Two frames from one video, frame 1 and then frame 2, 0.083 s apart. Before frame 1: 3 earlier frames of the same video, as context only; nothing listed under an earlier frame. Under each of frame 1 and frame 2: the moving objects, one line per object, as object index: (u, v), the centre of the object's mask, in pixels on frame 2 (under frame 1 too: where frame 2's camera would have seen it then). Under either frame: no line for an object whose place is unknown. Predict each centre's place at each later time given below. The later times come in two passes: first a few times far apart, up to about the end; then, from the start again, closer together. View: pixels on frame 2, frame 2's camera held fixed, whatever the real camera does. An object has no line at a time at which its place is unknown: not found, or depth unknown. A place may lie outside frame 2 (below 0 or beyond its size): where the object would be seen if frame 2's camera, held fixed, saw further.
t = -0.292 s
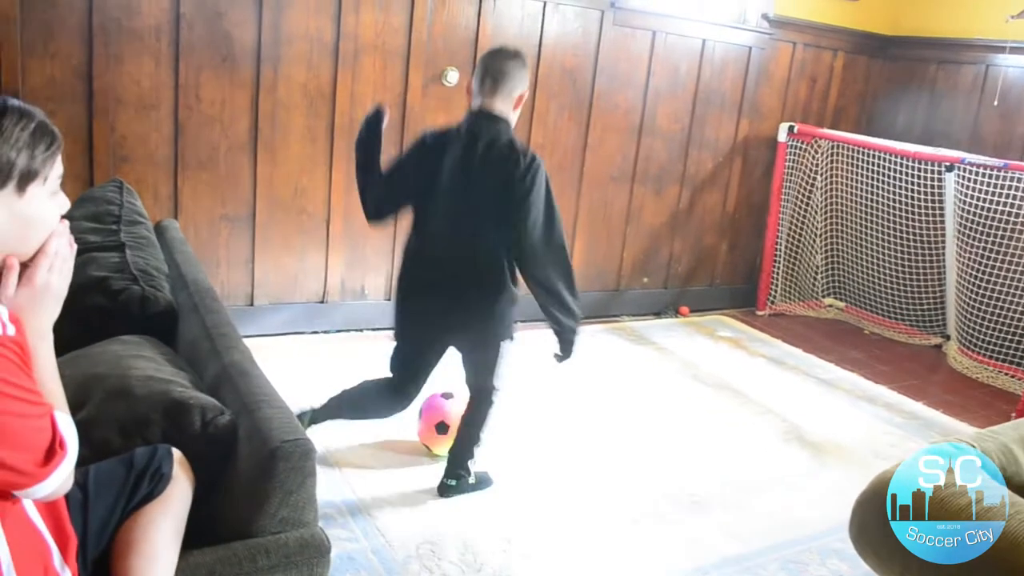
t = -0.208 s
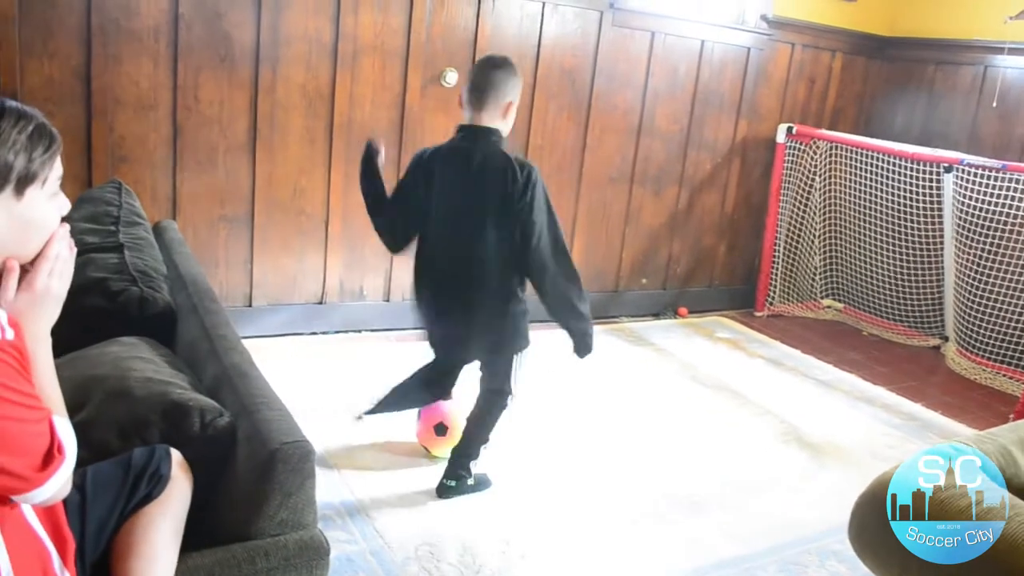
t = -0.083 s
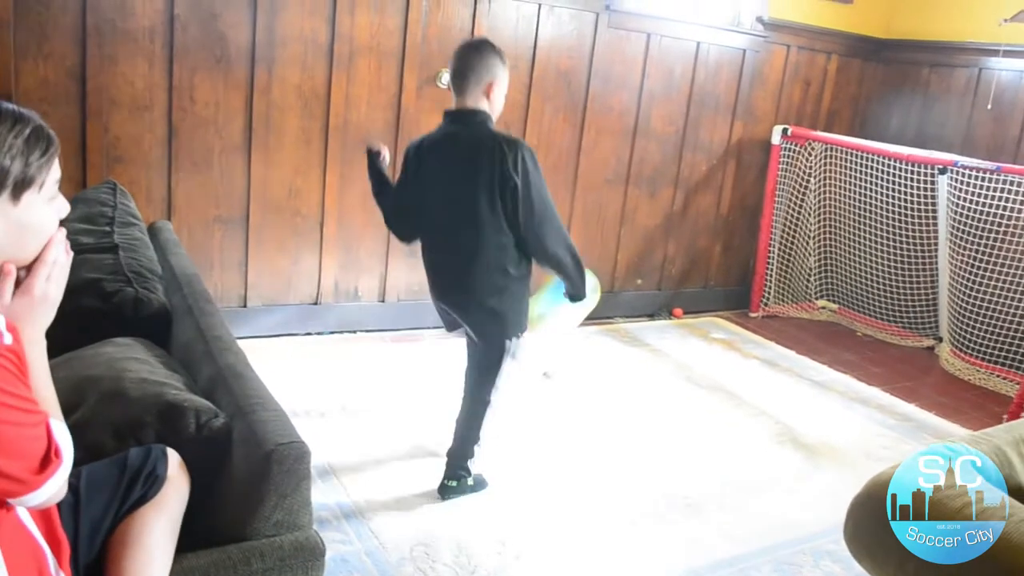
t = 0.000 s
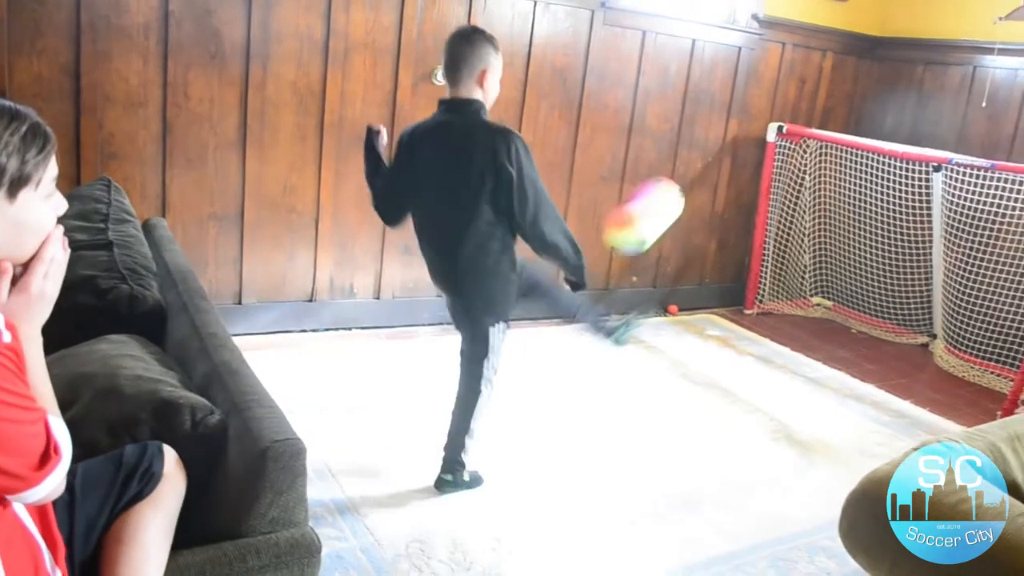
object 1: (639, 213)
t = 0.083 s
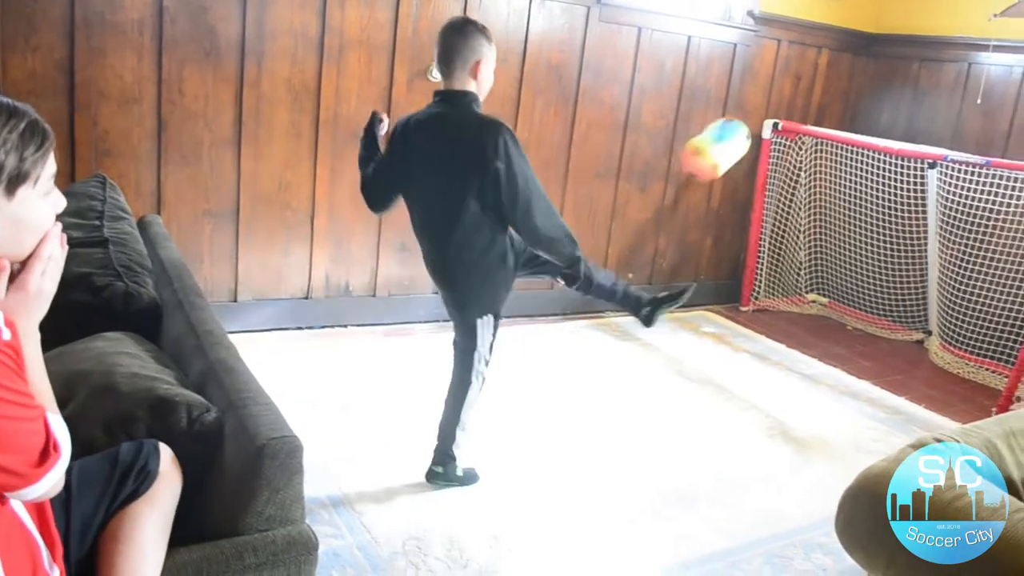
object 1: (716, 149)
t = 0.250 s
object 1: (826, 84)
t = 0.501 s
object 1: (887, 125)
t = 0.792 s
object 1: (940, 218)
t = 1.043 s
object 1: (911, 249)
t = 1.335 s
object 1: (863, 277)
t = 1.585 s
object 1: (834, 255)
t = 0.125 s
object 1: (748, 126)
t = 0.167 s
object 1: (777, 106)
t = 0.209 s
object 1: (803, 94)
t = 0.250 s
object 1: (826, 84)
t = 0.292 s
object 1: (847, 77)
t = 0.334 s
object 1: (867, 75)
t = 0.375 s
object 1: (875, 84)
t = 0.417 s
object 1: (880, 97)
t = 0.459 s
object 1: (883, 114)
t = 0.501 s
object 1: (887, 125)
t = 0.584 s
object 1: (911, 146)
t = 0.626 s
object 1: (916, 170)
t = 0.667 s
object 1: (936, 177)
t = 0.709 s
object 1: (950, 194)
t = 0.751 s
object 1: (949, 205)
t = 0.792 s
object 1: (940, 218)
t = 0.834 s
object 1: (934, 226)
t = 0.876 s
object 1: (930, 226)
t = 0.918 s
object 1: (926, 228)
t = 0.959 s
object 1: (916, 233)
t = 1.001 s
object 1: (913, 240)
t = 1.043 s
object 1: (911, 249)
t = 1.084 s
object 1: (906, 259)
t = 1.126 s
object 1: (896, 272)
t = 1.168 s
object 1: (886, 286)
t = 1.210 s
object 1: (876, 305)
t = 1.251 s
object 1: (871, 305)
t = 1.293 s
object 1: (867, 291)
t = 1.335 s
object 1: (863, 277)
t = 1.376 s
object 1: (859, 268)
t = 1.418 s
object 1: (855, 261)
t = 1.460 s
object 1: (851, 256)
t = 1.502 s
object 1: (846, 253)
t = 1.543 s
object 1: (840, 252)
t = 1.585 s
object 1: (834, 255)
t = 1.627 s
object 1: (829, 259)
